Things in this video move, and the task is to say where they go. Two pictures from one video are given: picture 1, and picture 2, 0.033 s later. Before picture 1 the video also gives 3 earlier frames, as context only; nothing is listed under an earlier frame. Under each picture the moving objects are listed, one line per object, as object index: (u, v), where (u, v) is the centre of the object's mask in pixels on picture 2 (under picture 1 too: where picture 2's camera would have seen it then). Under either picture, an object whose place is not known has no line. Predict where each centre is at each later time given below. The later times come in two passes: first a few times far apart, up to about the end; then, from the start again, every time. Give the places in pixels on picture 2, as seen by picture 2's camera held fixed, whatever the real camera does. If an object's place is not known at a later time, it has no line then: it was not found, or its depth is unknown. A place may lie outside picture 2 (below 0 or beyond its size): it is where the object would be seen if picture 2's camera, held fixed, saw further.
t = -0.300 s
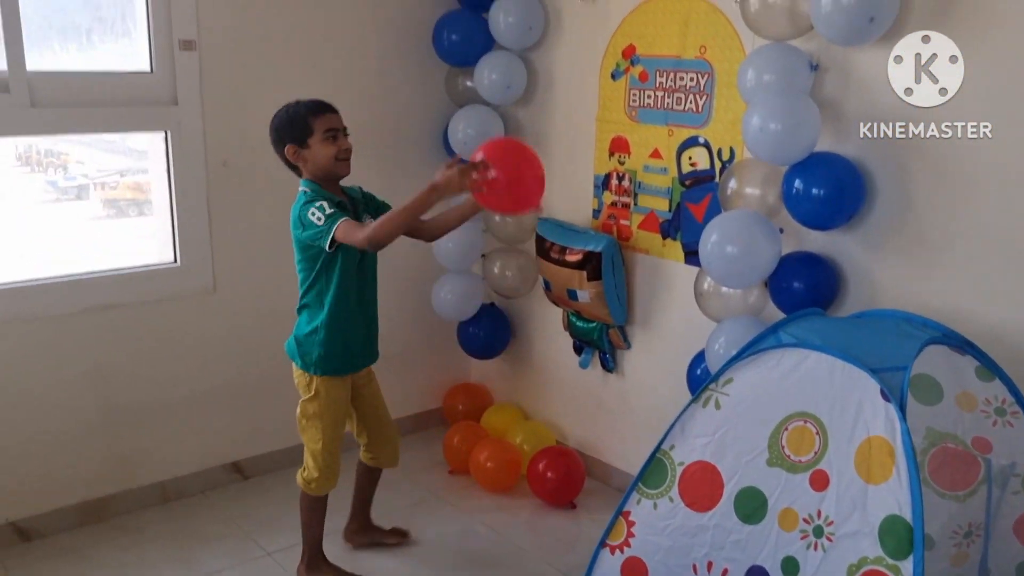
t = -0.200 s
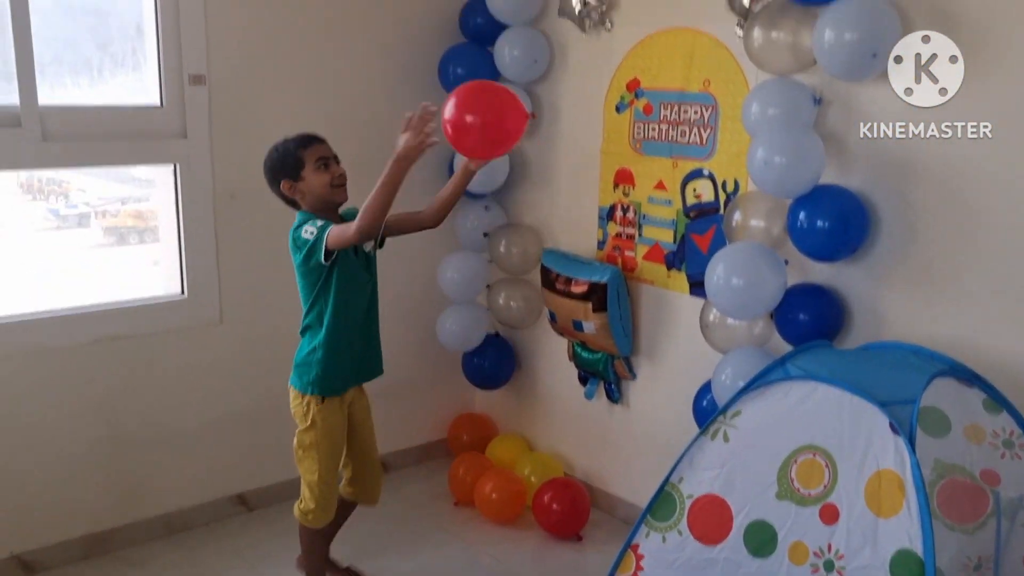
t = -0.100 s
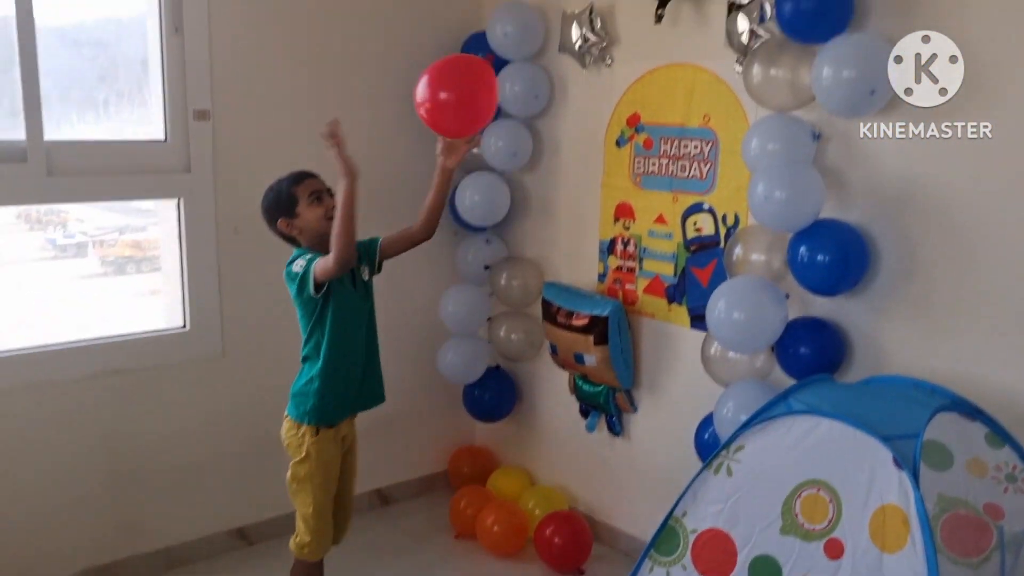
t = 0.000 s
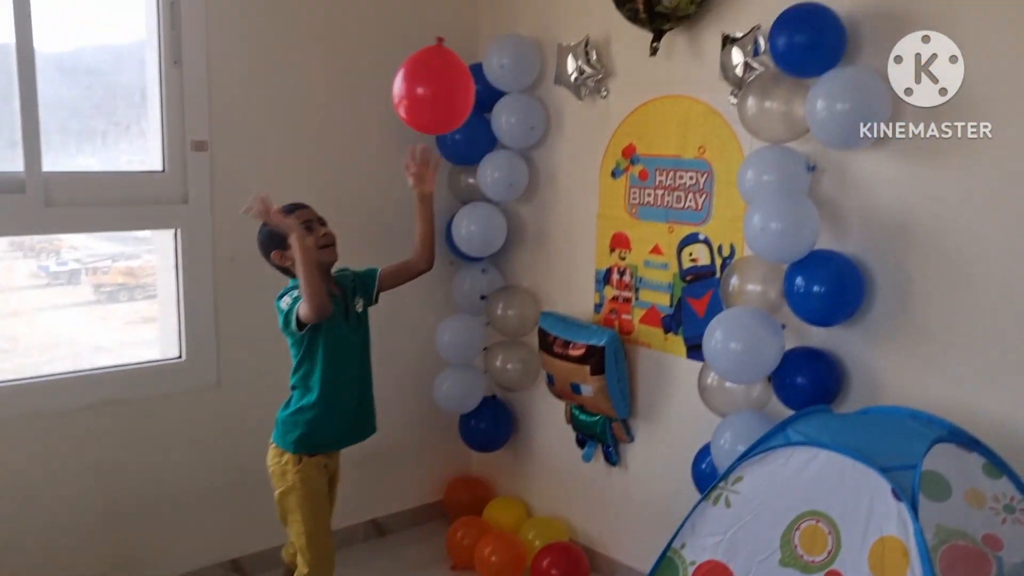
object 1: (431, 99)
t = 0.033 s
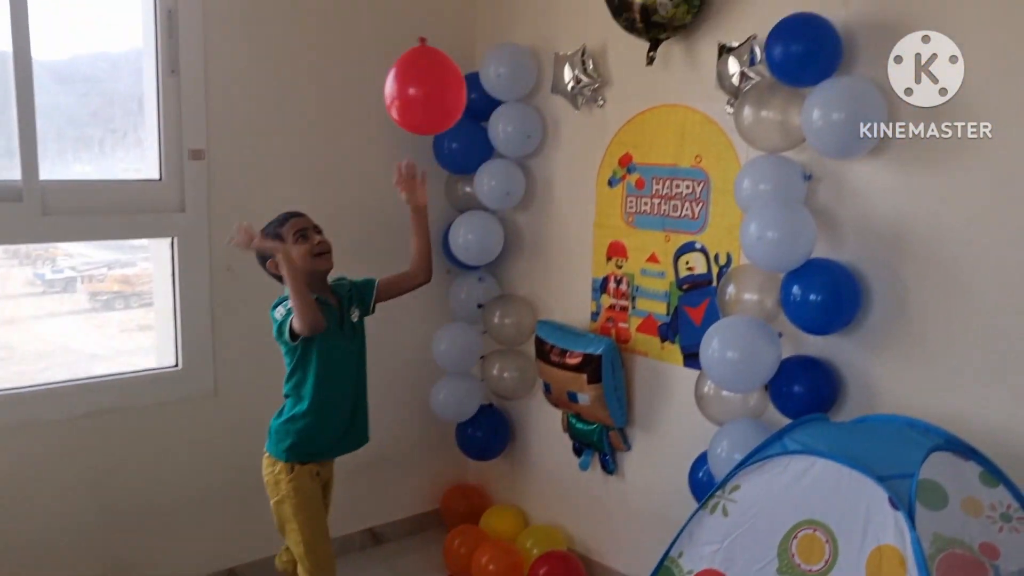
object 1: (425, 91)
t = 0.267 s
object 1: (396, 70)
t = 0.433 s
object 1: (380, 90)
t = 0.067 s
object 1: (420, 84)
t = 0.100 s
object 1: (415, 78)
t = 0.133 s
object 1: (410, 74)
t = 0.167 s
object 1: (406, 72)
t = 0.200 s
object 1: (402, 70)
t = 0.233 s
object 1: (399, 69)
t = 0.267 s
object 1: (396, 70)
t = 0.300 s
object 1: (392, 71)
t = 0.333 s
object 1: (389, 74)
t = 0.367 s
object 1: (386, 78)
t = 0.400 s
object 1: (383, 84)
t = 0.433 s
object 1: (380, 90)
